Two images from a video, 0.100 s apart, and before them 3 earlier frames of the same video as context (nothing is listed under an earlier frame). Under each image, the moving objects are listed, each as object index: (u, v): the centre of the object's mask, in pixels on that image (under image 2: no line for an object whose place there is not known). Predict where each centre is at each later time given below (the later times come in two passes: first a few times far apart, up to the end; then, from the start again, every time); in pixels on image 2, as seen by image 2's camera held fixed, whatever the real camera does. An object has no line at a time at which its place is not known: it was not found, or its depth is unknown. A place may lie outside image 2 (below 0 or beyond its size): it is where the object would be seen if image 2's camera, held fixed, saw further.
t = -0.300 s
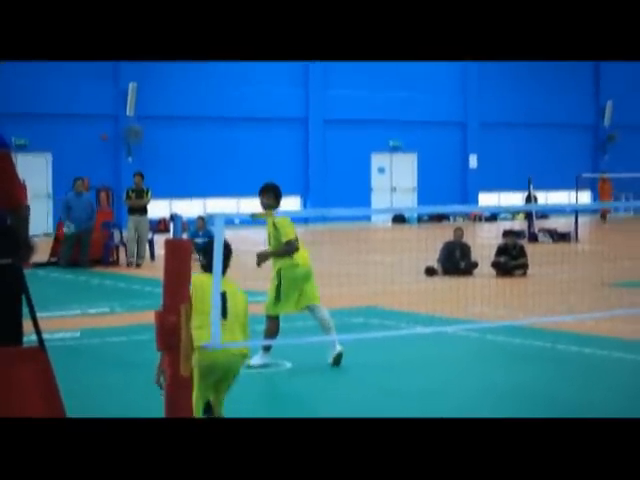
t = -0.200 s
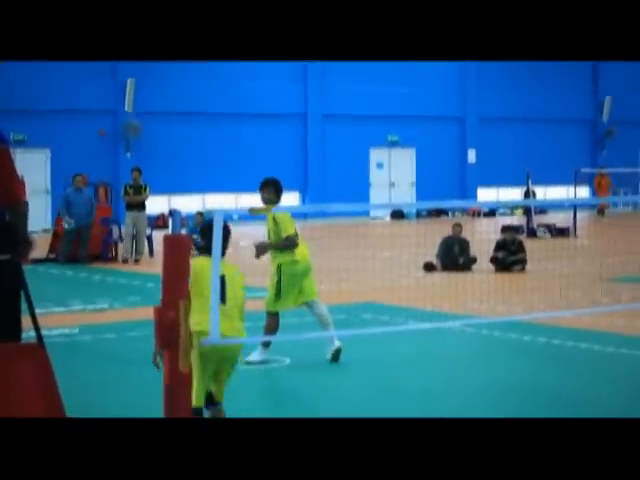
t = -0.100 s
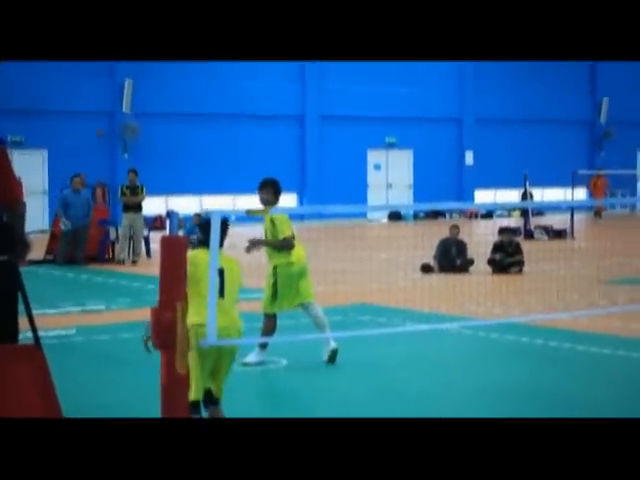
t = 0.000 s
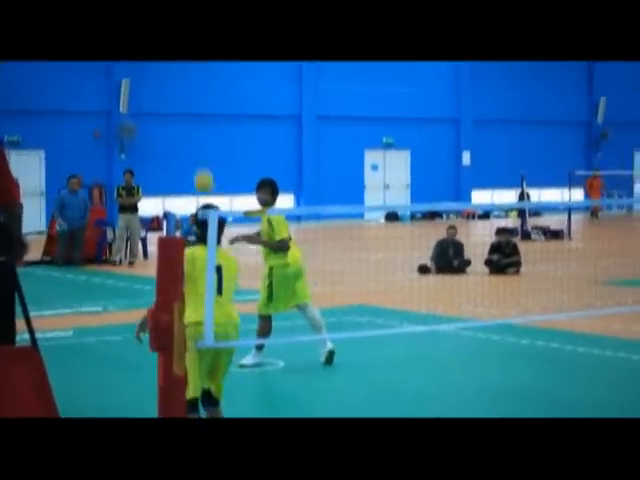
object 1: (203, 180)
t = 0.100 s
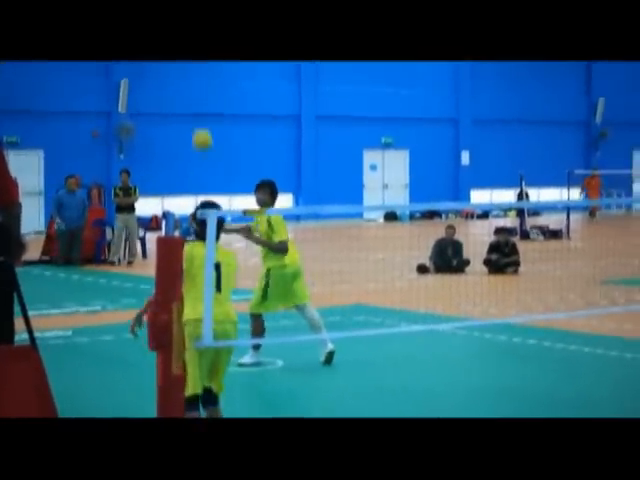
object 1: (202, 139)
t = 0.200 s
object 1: (201, 114)
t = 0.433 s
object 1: (200, 109)
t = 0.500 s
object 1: (199, 121)
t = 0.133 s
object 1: (202, 130)
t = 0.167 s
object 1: (201, 121)
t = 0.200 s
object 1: (201, 114)
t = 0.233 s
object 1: (201, 109)
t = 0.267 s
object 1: (200, 105)
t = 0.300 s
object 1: (200, 103)
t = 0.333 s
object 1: (200, 103)
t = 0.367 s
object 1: (200, 103)
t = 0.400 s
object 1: (200, 106)
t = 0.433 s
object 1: (200, 109)
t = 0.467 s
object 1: (200, 114)
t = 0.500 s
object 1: (199, 121)
